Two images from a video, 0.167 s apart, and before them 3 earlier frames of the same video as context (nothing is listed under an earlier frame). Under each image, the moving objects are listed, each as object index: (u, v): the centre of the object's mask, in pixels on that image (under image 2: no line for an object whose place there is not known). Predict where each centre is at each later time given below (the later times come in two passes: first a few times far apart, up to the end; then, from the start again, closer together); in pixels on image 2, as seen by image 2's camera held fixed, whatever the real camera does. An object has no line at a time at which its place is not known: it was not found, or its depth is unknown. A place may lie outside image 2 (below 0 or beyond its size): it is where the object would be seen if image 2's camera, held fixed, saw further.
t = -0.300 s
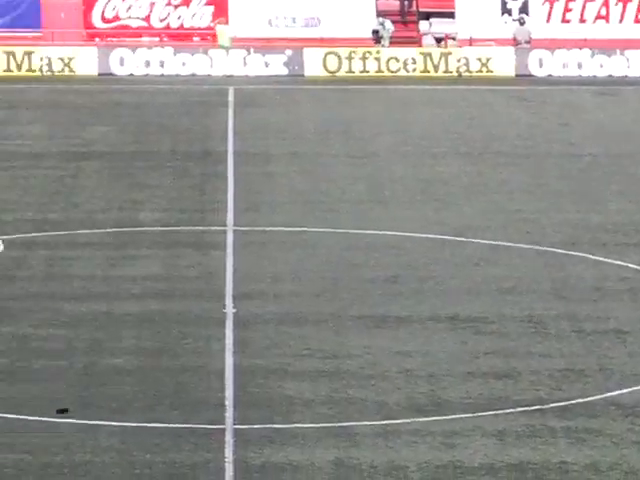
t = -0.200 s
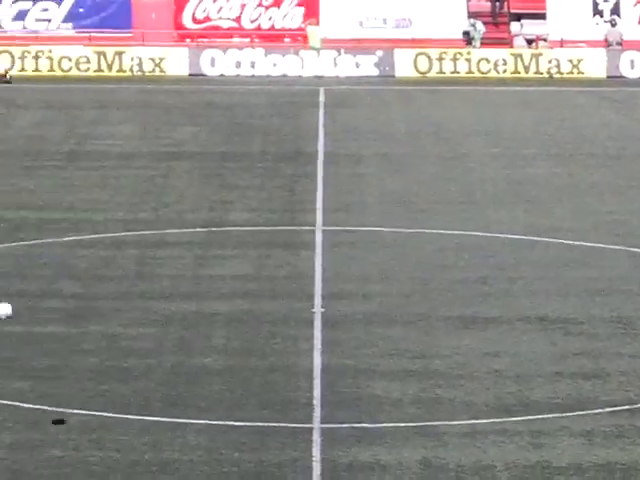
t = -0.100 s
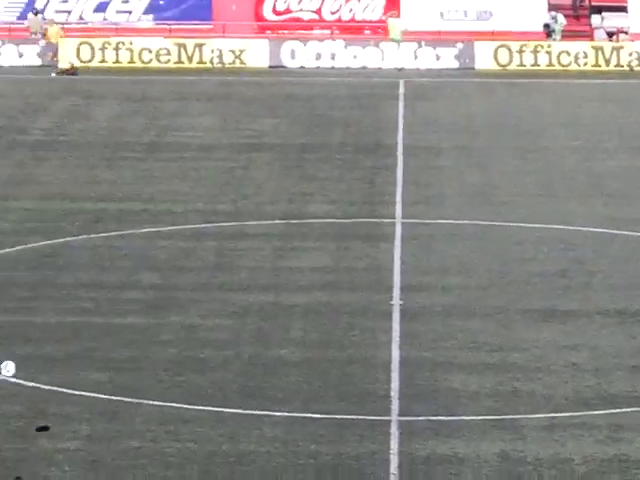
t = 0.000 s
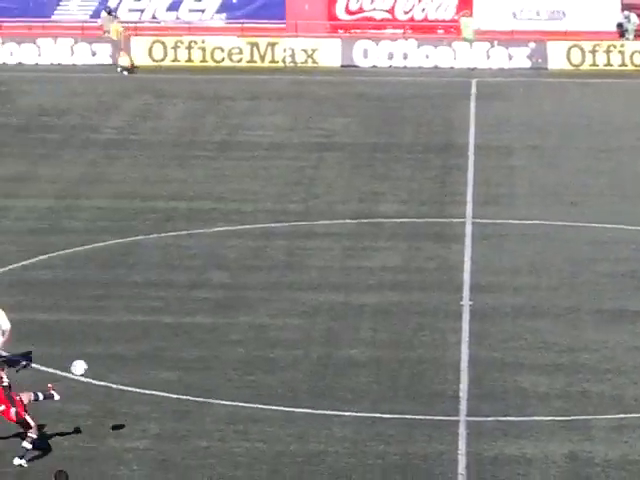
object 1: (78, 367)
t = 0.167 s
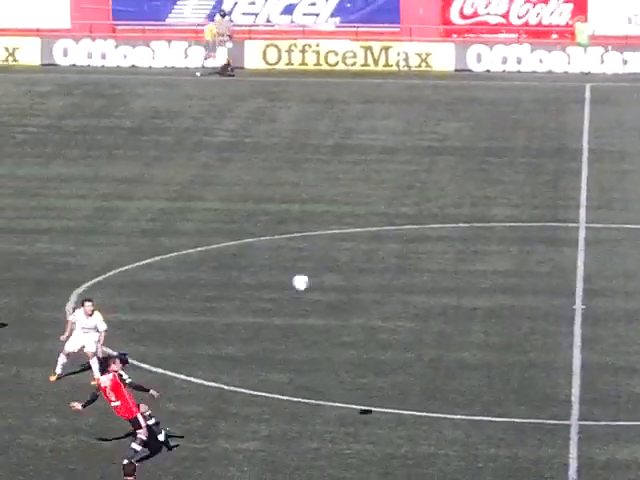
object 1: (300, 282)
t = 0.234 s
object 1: (346, 253)
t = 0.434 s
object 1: (487, 187)
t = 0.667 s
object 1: (665, 150)
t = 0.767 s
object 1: (753, 147)
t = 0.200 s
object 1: (323, 267)
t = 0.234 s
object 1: (346, 253)
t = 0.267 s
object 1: (369, 241)
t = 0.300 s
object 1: (392, 228)
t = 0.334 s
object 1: (416, 217)
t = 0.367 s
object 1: (440, 206)
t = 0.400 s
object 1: (463, 196)
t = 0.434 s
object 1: (487, 187)
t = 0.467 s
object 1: (511, 180)
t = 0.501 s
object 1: (536, 173)
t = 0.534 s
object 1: (560, 166)
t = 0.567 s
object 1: (586, 161)
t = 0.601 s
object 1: (611, 157)
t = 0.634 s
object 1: (637, 153)
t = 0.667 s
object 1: (665, 150)
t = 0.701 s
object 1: (694, 148)
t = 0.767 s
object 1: (753, 147)
